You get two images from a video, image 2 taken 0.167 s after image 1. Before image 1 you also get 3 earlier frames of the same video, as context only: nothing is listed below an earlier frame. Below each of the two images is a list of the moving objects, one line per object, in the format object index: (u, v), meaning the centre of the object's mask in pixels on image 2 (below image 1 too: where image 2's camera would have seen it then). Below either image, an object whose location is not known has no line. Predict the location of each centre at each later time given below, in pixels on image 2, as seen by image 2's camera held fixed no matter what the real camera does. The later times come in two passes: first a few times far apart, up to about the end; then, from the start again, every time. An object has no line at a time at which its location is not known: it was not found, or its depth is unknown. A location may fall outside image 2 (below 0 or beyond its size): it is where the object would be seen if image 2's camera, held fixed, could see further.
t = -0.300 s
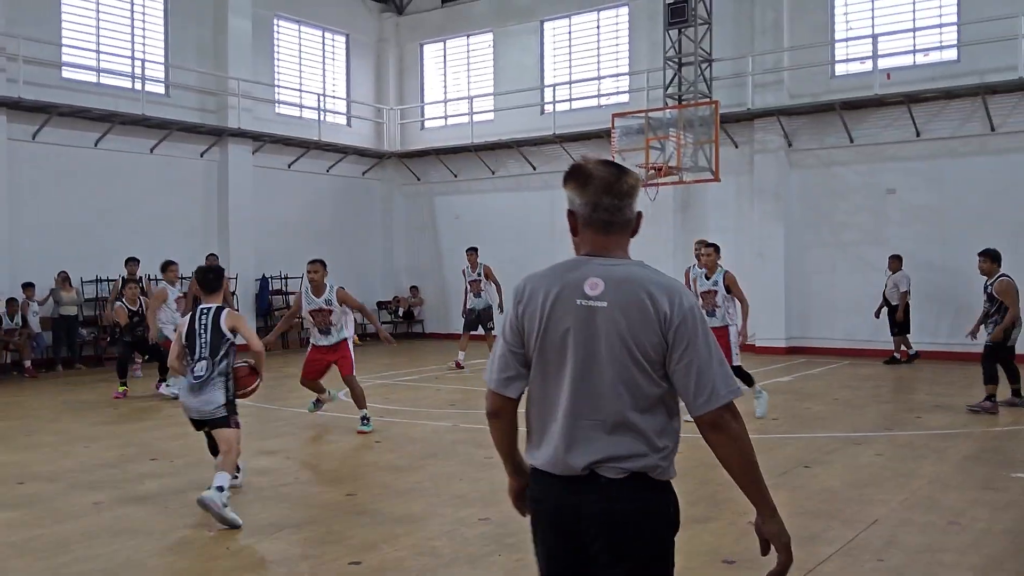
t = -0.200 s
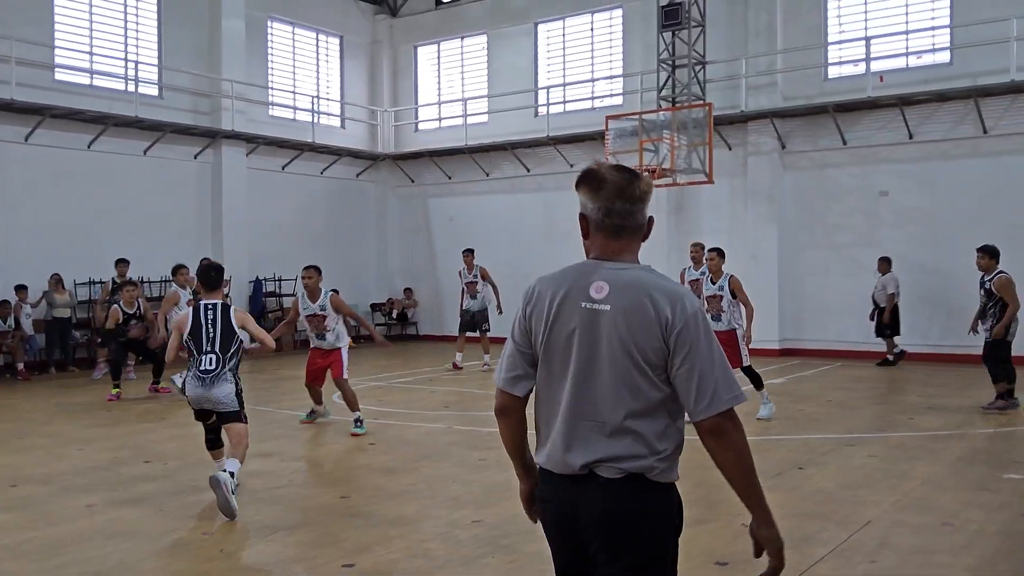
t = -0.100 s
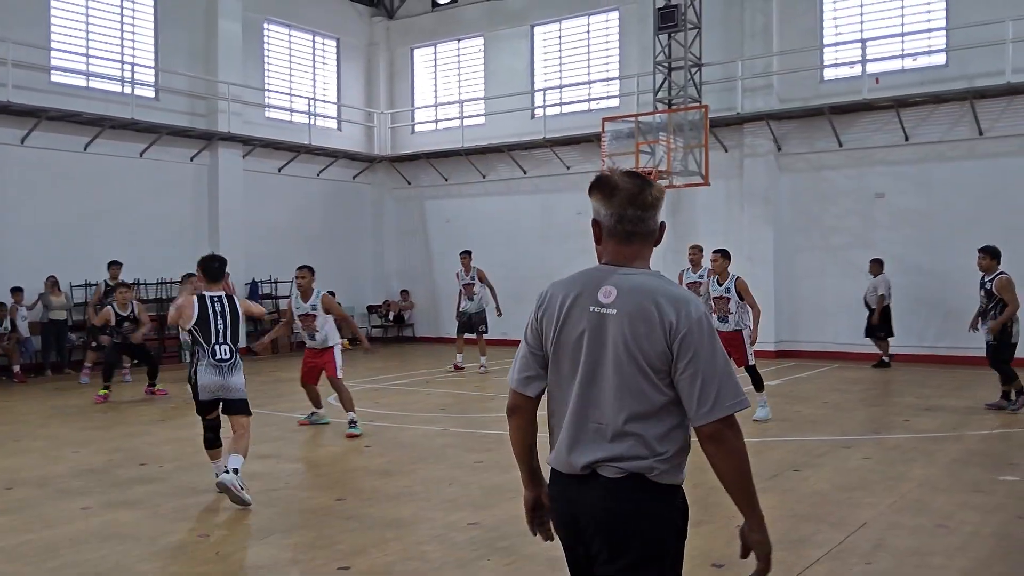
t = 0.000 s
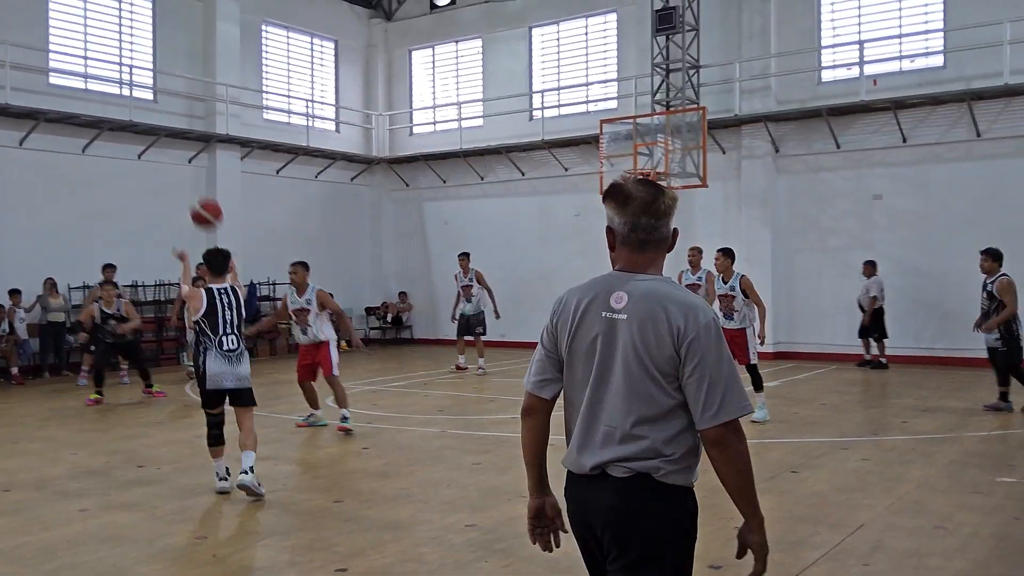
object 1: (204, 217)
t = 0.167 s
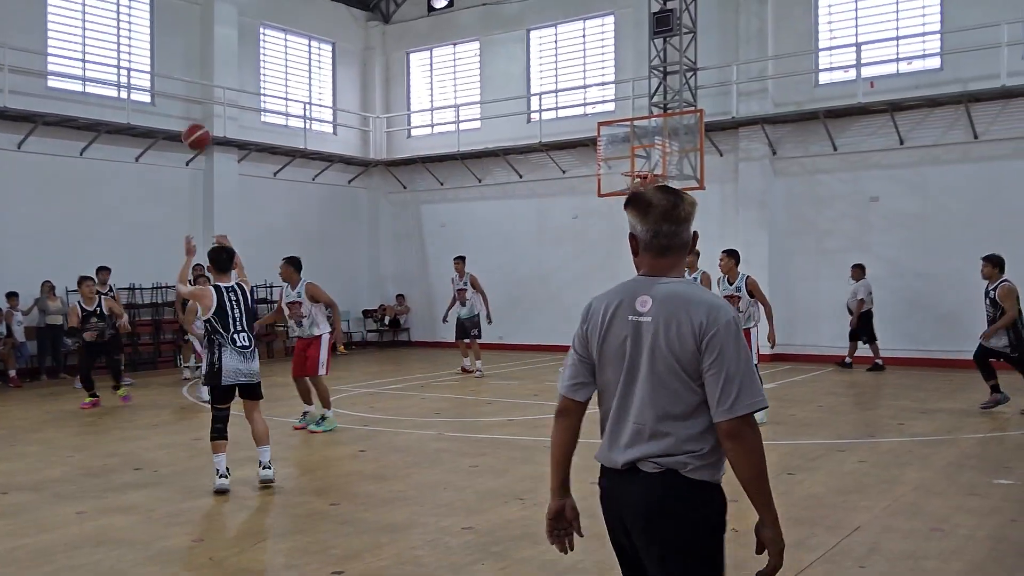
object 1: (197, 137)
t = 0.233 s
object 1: (194, 118)
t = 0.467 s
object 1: (191, 97)
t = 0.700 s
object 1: (188, 122)
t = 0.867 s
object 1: (187, 160)
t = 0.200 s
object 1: (195, 127)
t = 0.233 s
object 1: (194, 118)
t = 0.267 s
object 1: (193, 111)
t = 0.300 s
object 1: (193, 106)
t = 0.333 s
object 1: (192, 102)
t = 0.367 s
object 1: (192, 99)
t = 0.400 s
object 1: (191, 97)
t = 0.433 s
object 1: (191, 96)
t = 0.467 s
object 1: (191, 97)
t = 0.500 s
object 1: (190, 98)
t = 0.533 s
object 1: (190, 100)
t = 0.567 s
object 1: (189, 103)
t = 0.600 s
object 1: (189, 106)
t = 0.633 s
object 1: (188, 111)
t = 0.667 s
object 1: (188, 116)
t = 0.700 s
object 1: (188, 122)
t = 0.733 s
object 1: (188, 128)
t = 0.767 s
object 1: (188, 135)
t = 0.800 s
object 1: (188, 142)
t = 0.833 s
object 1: (187, 151)
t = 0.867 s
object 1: (187, 160)
